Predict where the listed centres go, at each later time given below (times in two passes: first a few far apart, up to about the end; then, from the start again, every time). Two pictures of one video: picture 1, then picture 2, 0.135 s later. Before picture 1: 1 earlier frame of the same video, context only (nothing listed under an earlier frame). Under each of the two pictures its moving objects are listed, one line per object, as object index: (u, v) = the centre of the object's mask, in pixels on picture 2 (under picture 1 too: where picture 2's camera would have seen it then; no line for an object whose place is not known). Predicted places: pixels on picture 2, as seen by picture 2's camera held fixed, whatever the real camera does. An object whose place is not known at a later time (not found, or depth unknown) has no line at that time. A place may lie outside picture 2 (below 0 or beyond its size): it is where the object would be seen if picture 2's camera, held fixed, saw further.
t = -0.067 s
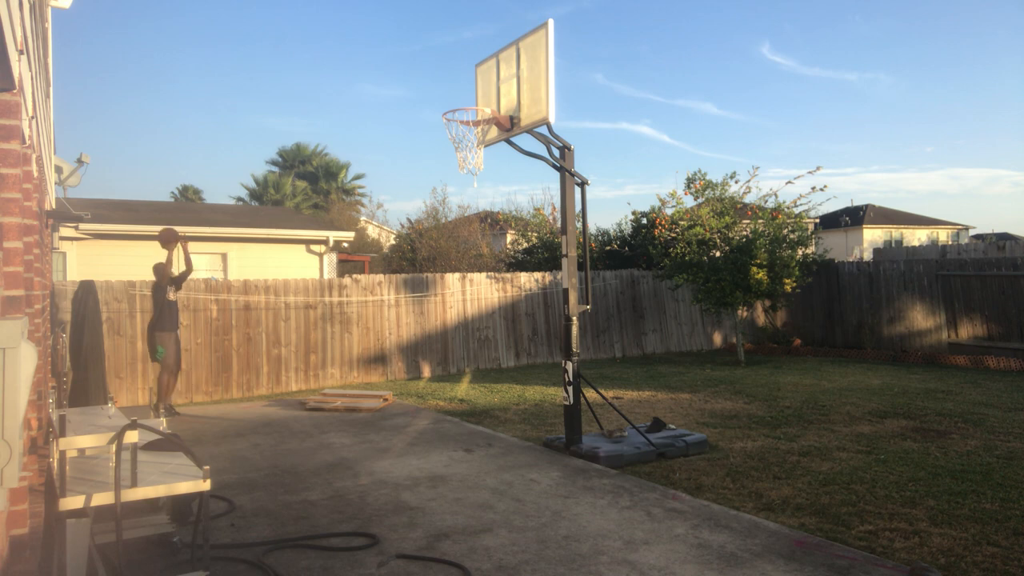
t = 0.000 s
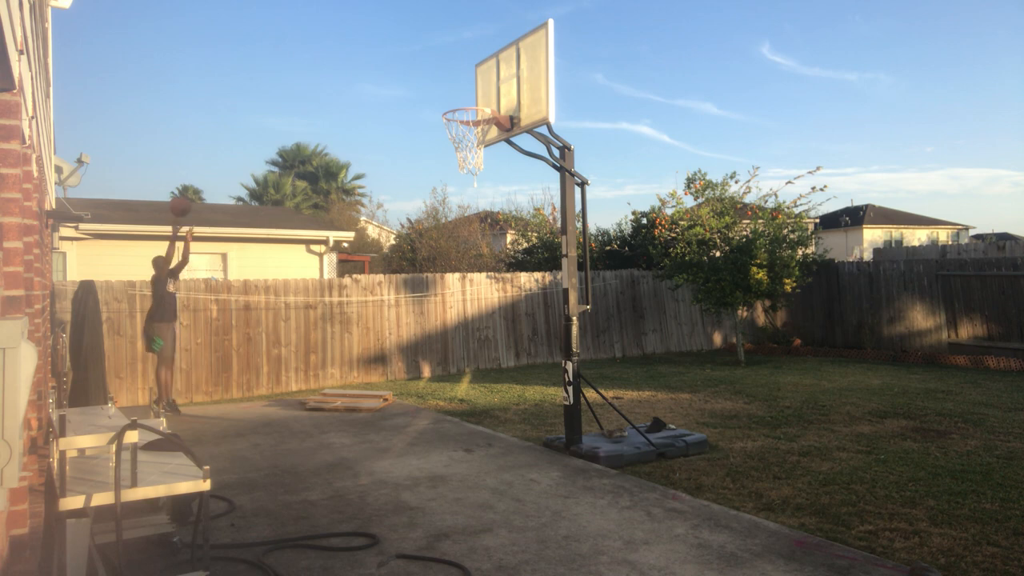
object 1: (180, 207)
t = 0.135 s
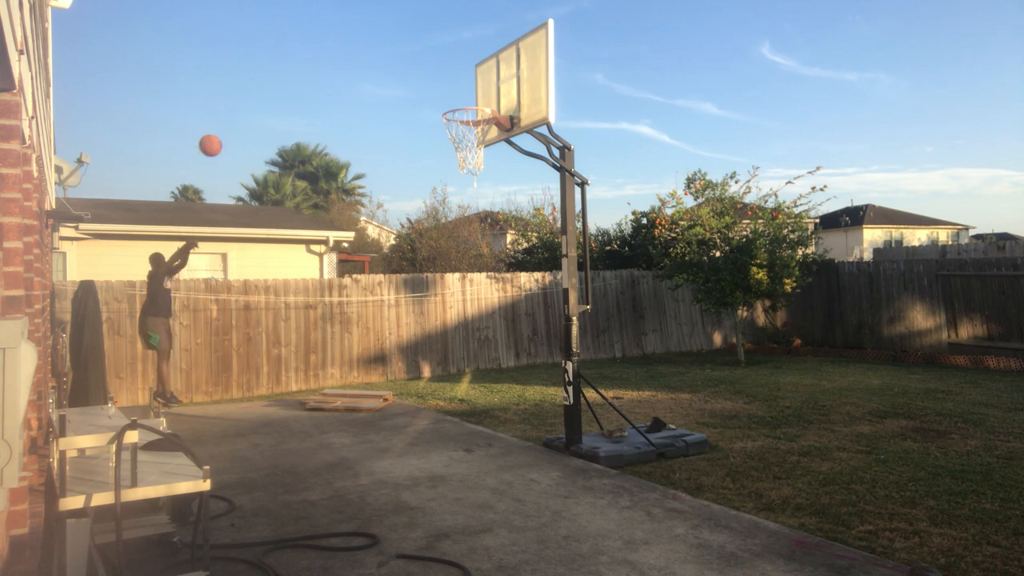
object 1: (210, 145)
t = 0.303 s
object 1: (252, 87)
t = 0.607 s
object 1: (339, 41)
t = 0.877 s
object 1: (432, 78)
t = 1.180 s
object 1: (497, 151)
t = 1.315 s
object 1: (504, 190)
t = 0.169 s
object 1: (218, 132)
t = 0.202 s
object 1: (226, 119)
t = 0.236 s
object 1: (235, 108)
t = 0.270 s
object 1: (243, 97)
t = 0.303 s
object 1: (252, 87)
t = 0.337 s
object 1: (261, 78)
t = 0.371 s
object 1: (270, 70)
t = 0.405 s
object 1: (279, 63)
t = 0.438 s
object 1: (289, 57)
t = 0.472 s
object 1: (299, 51)
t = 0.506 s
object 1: (308, 47)
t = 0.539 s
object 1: (319, 44)
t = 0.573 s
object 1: (329, 42)
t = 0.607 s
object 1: (339, 41)
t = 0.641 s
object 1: (350, 41)
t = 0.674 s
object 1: (361, 43)
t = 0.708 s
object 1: (373, 45)
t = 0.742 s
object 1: (384, 49)
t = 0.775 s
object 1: (395, 54)
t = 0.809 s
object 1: (407, 61)
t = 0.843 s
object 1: (420, 68)
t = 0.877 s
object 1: (432, 78)
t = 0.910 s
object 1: (444, 88)
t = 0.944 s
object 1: (457, 99)
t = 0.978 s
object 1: (470, 113)
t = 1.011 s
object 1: (483, 126)
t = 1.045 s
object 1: (489, 133)
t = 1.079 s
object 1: (492, 135)
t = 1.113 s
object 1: (495, 141)
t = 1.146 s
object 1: (496, 145)
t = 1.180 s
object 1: (497, 151)
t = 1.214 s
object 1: (499, 159)
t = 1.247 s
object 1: (500, 168)
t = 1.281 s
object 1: (502, 178)
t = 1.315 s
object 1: (504, 190)
